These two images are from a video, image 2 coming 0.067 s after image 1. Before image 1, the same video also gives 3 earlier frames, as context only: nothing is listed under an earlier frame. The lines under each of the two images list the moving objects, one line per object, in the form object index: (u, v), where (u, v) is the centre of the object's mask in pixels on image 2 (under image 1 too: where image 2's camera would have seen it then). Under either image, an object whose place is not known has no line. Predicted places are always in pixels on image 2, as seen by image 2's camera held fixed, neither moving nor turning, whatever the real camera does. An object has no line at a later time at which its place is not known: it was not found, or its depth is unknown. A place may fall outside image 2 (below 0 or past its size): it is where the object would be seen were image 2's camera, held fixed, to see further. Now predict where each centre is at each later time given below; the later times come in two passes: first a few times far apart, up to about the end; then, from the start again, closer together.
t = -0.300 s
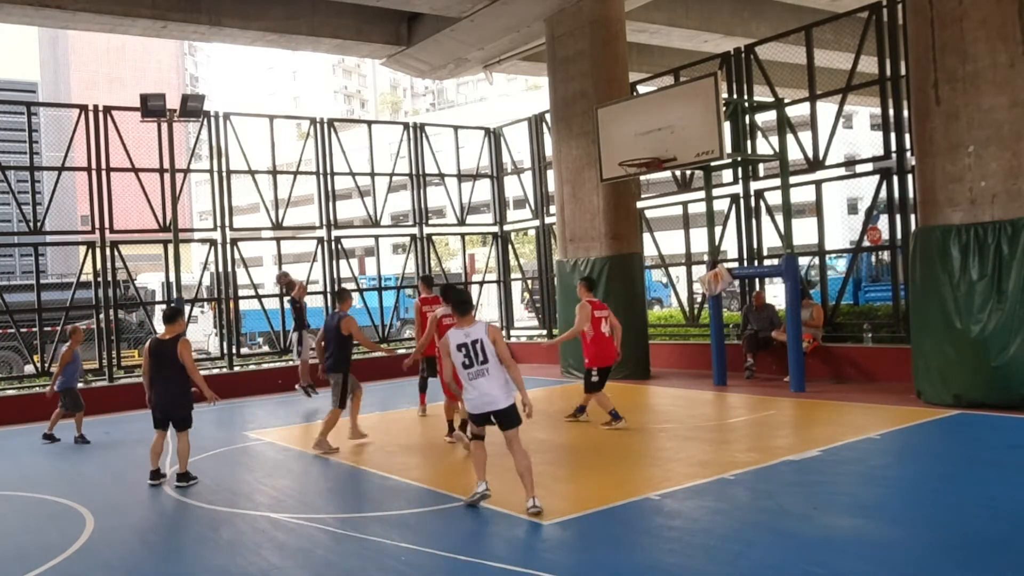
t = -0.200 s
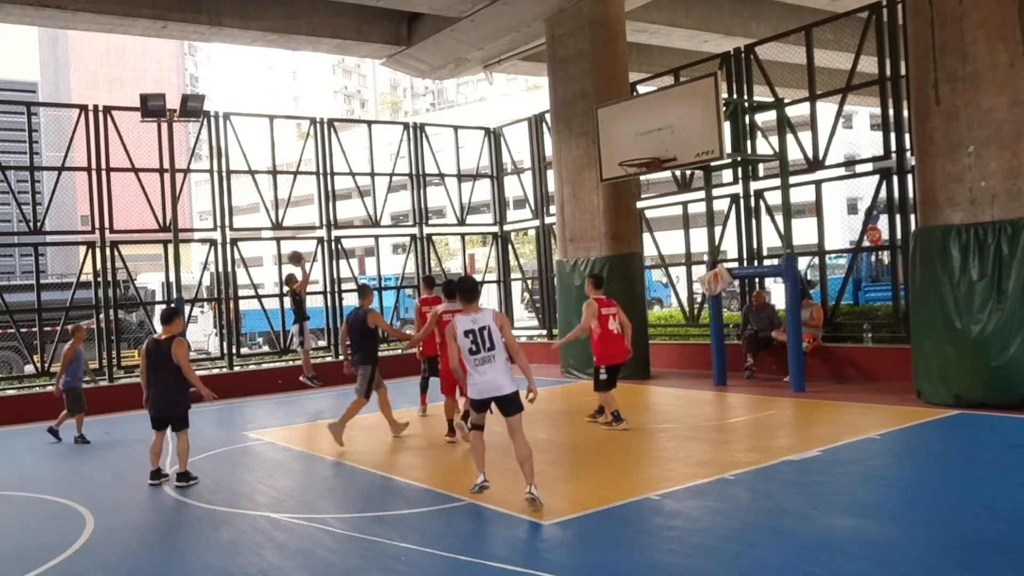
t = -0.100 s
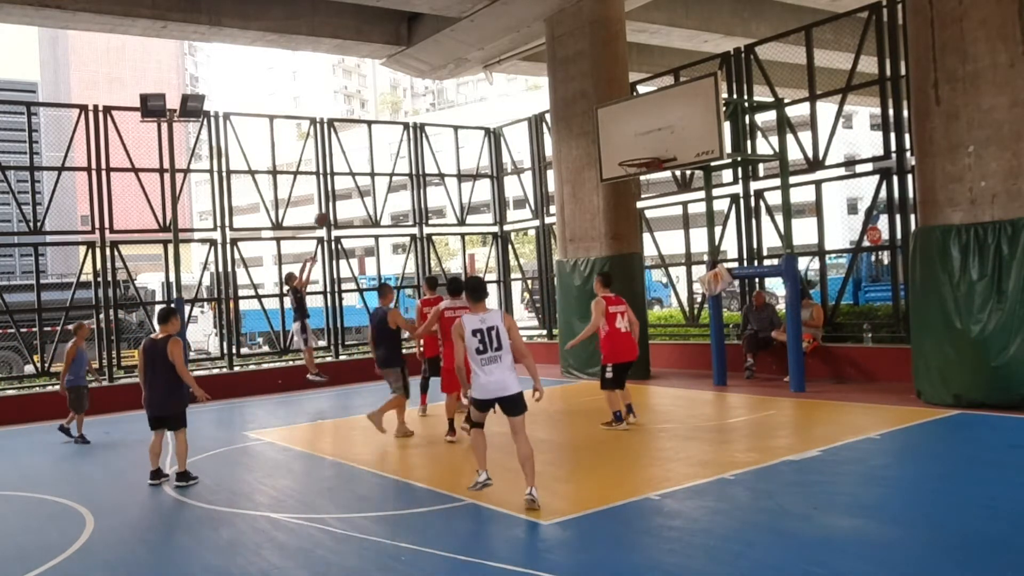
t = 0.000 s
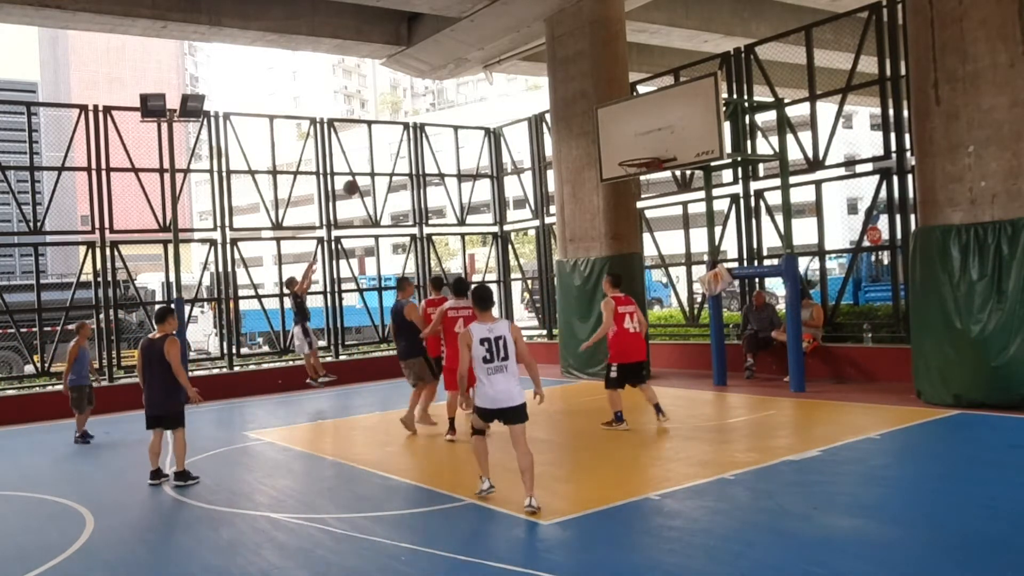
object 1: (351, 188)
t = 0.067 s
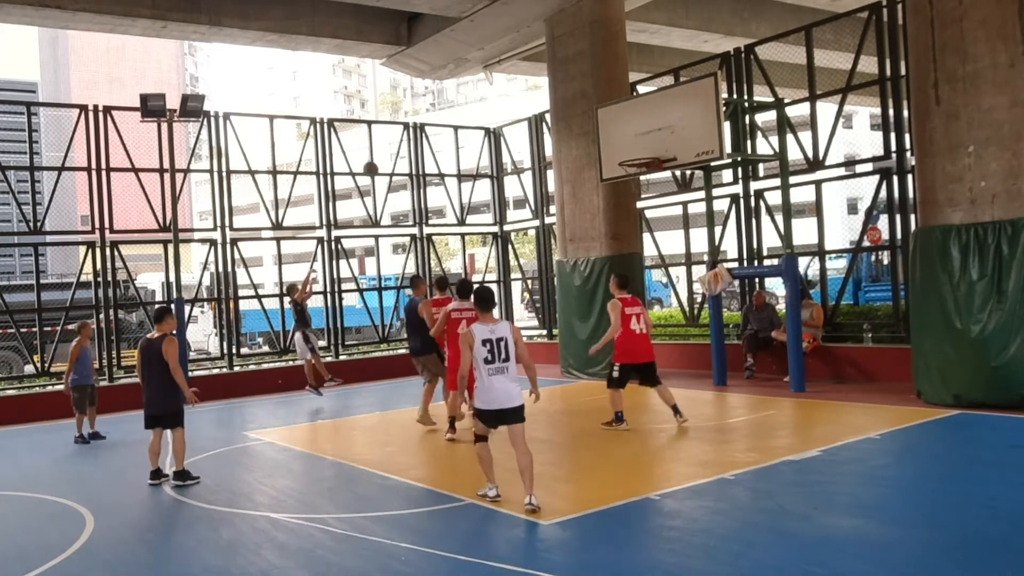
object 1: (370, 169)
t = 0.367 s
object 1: (469, 121)
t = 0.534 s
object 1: (529, 121)
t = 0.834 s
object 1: (637, 145)
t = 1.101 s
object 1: (694, 141)
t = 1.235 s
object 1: (701, 155)
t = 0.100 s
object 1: (380, 161)
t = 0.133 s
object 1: (391, 153)
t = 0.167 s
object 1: (402, 147)
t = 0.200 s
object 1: (413, 141)
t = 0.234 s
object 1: (424, 135)
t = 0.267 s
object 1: (434, 131)
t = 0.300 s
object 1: (446, 126)
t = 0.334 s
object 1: (457, 124)
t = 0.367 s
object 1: (469, 121)
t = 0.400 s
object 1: (481, 120)
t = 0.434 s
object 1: (492, 119)
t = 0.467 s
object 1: (504, 118)
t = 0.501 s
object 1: (516, 119)
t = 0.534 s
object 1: (529, 121)
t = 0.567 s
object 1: (542, 123)
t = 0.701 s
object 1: (595, 142)
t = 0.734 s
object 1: (608, 149)
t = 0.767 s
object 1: (620, 153)
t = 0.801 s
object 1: (629, 149)
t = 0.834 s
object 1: (637, 145)
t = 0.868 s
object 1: (646, 142)
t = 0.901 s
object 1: (655, 140)
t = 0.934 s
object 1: (663, 138)
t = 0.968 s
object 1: (672, 138)
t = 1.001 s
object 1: (681, 139)
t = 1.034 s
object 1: (691, 140)
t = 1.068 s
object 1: (693, 140)
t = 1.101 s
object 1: (694, 141)
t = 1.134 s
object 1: (696, 143)
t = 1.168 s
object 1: (698, 146)
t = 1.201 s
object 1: (700, 150)
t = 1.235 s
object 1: (701, 155)
